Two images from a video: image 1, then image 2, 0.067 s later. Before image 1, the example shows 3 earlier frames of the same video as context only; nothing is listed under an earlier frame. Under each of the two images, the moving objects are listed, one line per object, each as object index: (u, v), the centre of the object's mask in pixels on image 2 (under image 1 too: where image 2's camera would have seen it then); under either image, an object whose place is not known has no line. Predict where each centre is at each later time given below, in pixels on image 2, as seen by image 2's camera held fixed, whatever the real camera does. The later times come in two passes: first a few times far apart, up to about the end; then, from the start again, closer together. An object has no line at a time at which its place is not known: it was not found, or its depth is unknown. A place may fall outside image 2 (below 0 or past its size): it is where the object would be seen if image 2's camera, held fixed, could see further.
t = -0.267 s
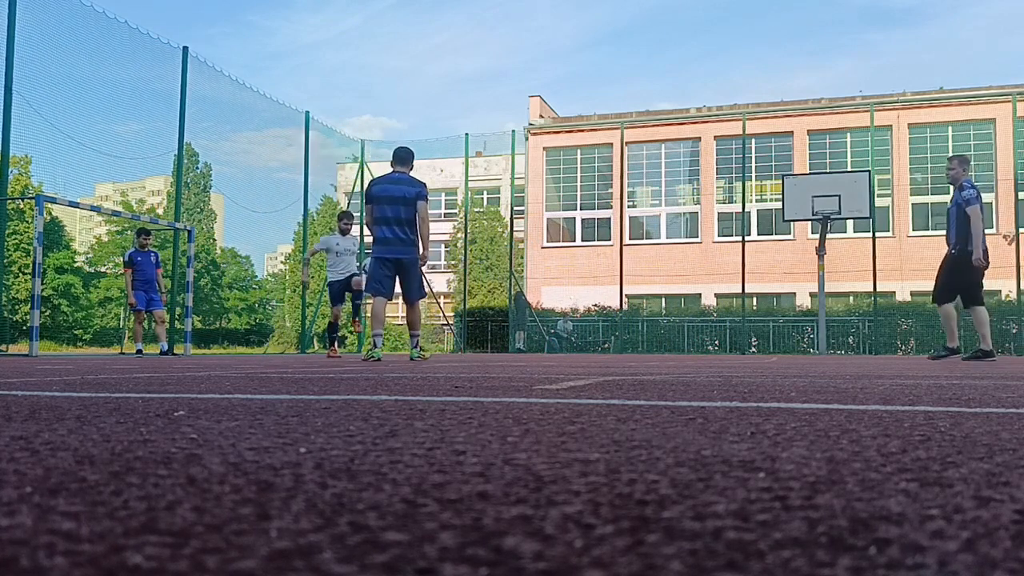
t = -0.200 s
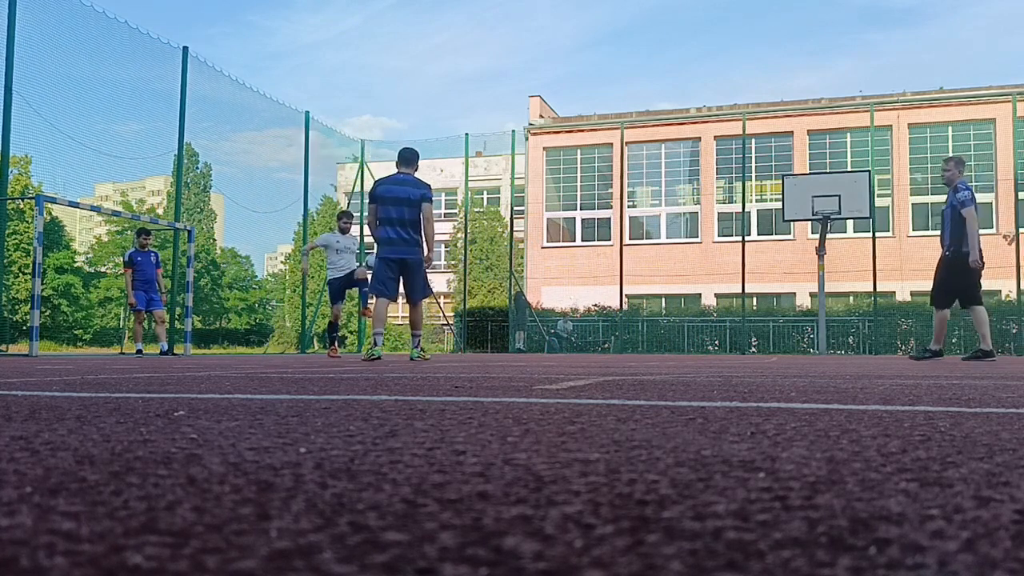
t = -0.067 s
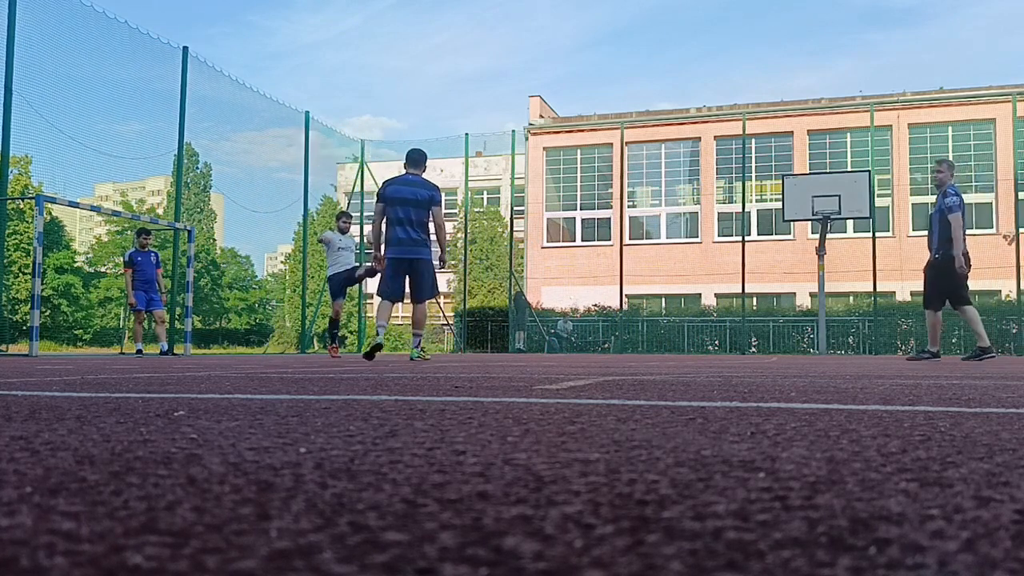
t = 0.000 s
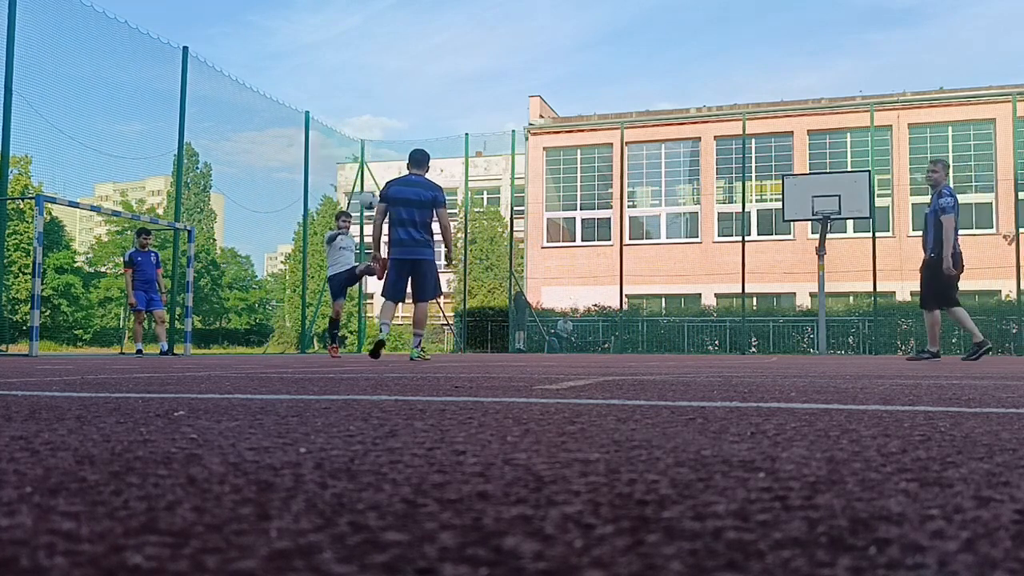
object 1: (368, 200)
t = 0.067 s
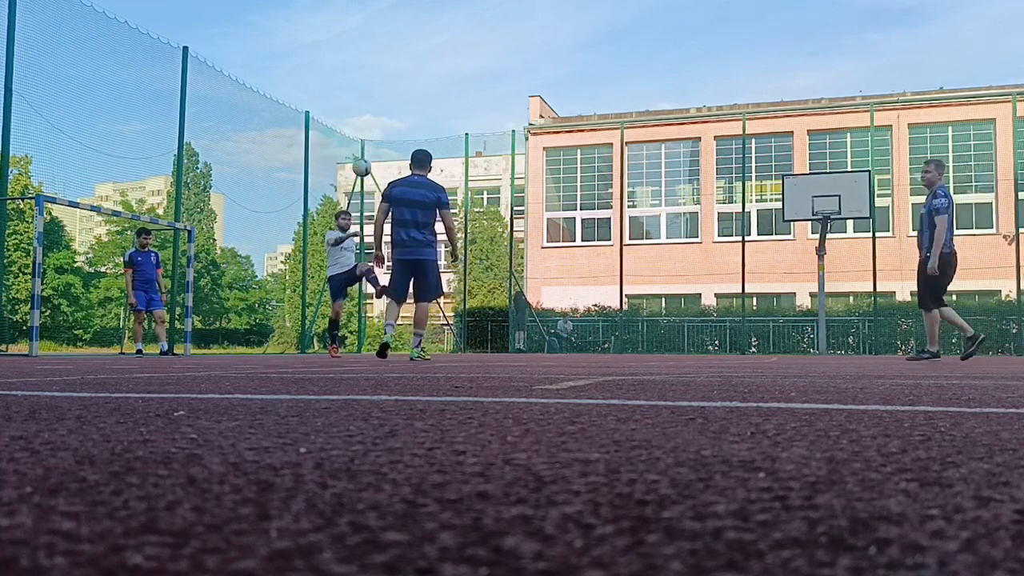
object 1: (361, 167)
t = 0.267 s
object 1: (341, 93)
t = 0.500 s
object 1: (319, 50)
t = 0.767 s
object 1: (294, 56)
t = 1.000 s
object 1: (274, 108)
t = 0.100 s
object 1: (358, 153)
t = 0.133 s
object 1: (355, 139)
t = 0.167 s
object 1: (351, 126)
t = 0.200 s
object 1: (348, 114)
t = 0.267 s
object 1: (341, 93)
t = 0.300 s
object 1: (338, 84)
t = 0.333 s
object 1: (335, 76)
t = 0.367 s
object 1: (332, 69)
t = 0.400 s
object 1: (328, 63)
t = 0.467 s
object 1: (322, 53)
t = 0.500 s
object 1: (319, 50)
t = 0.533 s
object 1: (316, 48)
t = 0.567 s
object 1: (313, 46)
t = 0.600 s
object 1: (310, 46)
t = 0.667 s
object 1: (303, 47)
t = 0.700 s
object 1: (300, 50)
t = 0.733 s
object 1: (297, 53)
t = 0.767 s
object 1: (294, 56)
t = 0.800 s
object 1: (291, 61)
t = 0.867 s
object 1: (285, 73)
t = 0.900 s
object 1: (283, 80)
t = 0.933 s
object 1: (280, 89)
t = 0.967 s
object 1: (276, 98)
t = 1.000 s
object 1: (274, 108)
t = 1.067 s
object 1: (267, 131)
